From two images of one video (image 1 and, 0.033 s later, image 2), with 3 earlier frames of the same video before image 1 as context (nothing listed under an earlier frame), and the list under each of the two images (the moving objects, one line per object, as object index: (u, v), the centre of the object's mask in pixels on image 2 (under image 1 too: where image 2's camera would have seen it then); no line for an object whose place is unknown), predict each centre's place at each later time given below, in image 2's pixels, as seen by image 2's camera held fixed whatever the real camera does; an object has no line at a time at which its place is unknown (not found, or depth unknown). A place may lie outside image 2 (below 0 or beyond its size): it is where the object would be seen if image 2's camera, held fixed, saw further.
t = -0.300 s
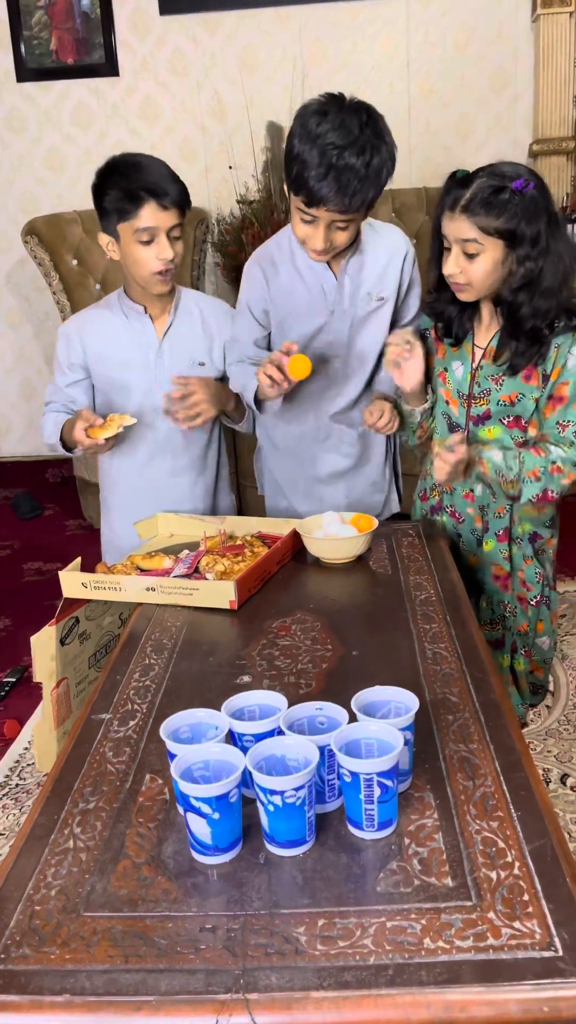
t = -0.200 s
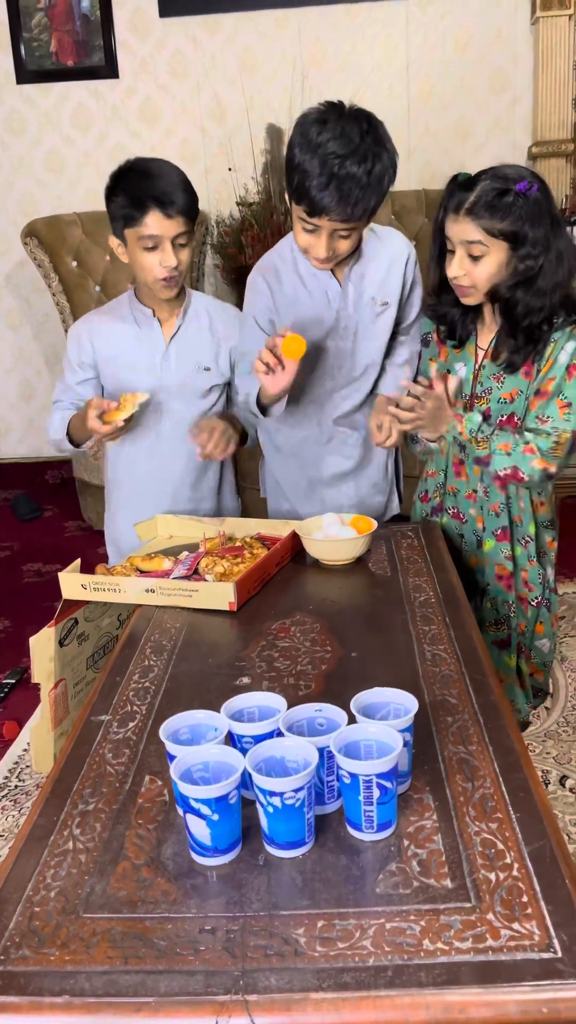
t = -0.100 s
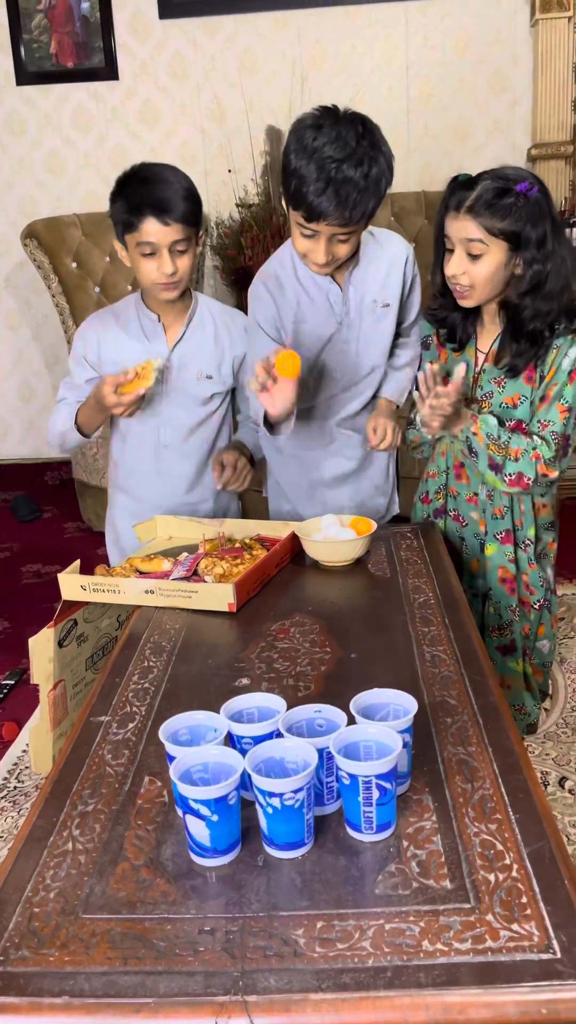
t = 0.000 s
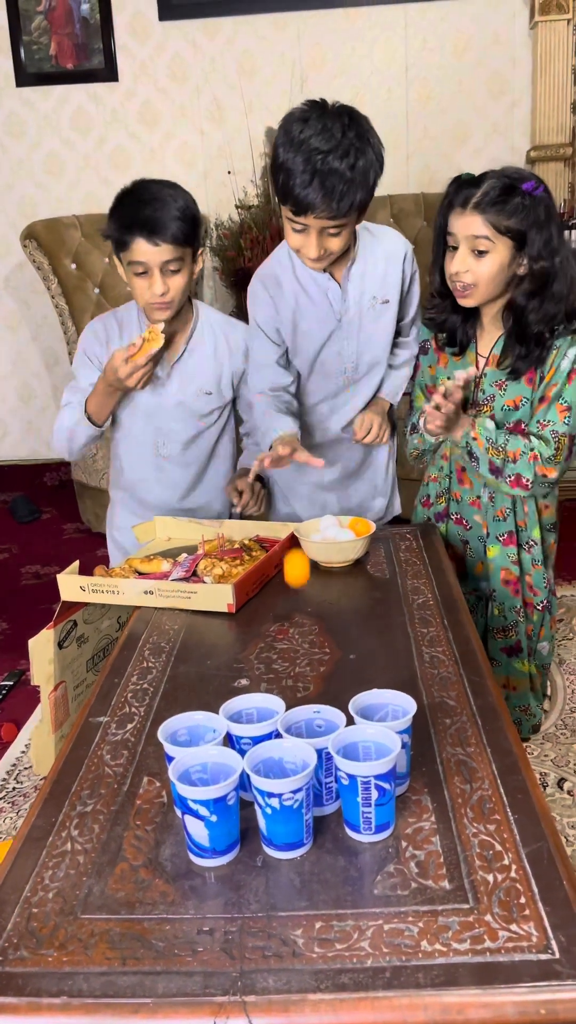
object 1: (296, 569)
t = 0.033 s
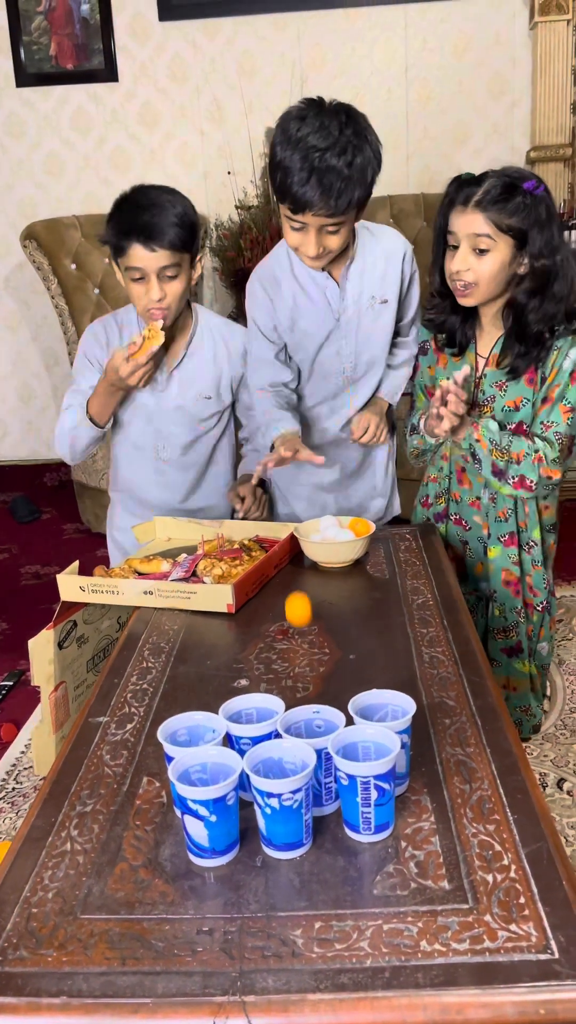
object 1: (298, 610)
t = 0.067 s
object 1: (295, 563)
